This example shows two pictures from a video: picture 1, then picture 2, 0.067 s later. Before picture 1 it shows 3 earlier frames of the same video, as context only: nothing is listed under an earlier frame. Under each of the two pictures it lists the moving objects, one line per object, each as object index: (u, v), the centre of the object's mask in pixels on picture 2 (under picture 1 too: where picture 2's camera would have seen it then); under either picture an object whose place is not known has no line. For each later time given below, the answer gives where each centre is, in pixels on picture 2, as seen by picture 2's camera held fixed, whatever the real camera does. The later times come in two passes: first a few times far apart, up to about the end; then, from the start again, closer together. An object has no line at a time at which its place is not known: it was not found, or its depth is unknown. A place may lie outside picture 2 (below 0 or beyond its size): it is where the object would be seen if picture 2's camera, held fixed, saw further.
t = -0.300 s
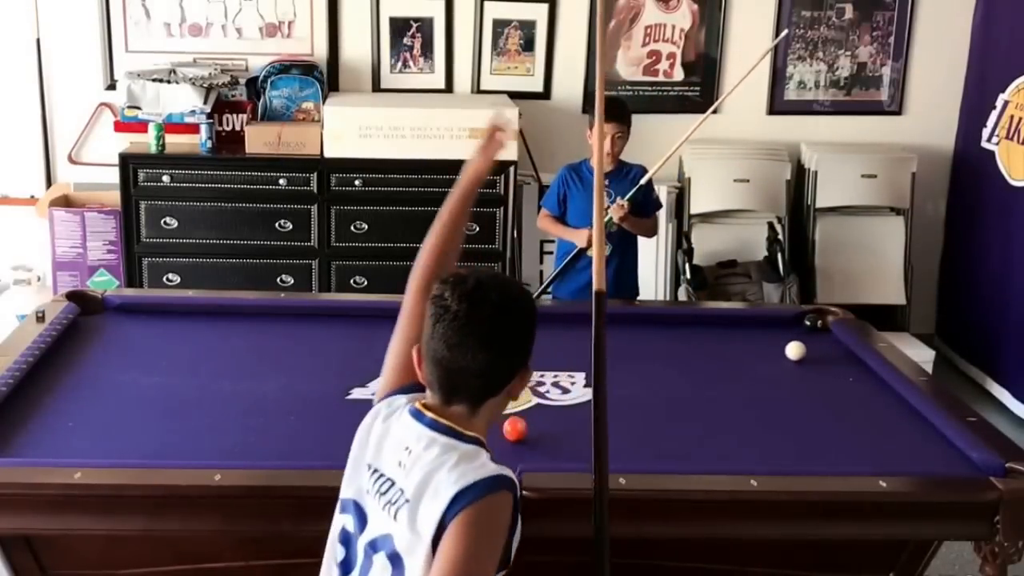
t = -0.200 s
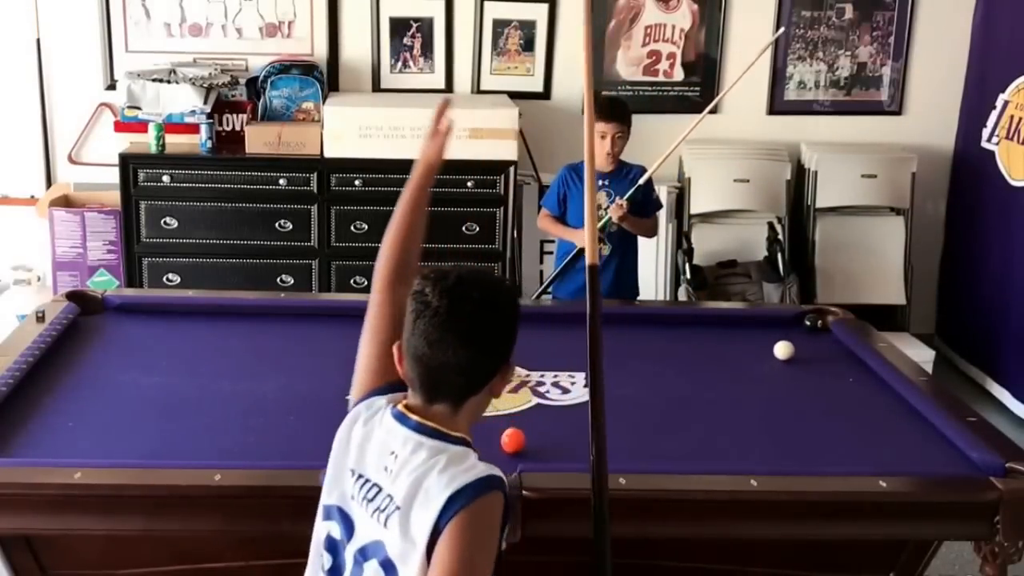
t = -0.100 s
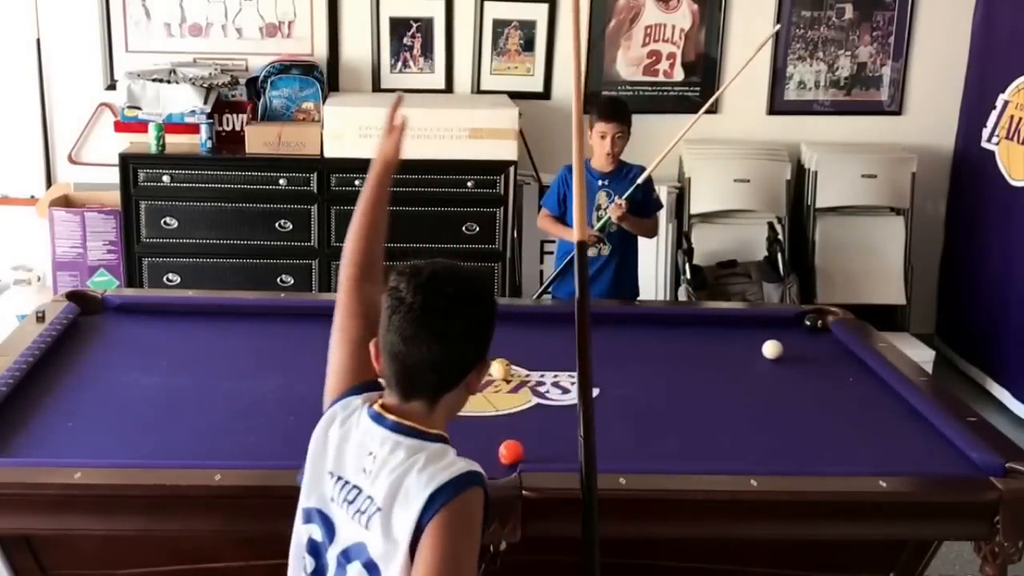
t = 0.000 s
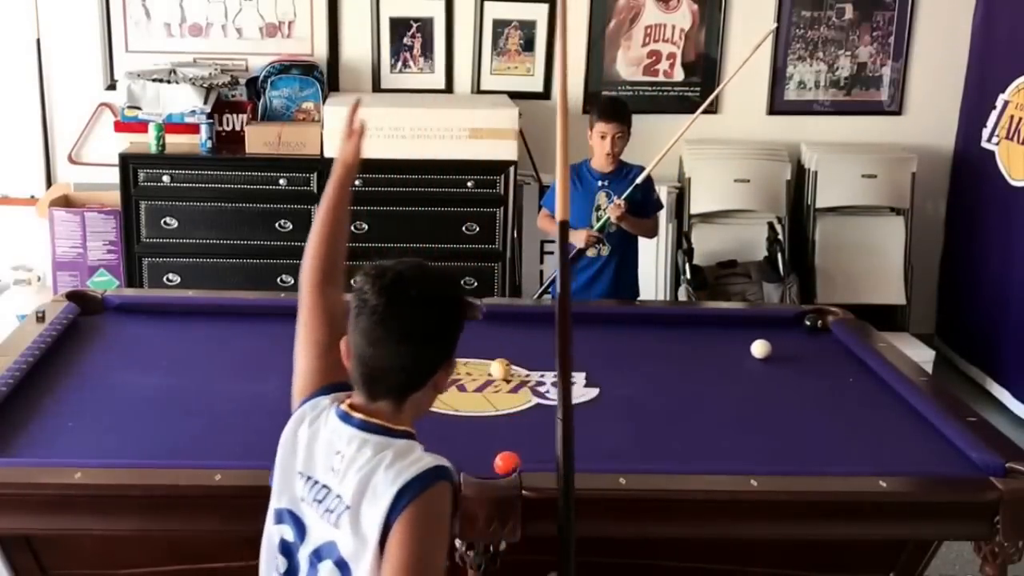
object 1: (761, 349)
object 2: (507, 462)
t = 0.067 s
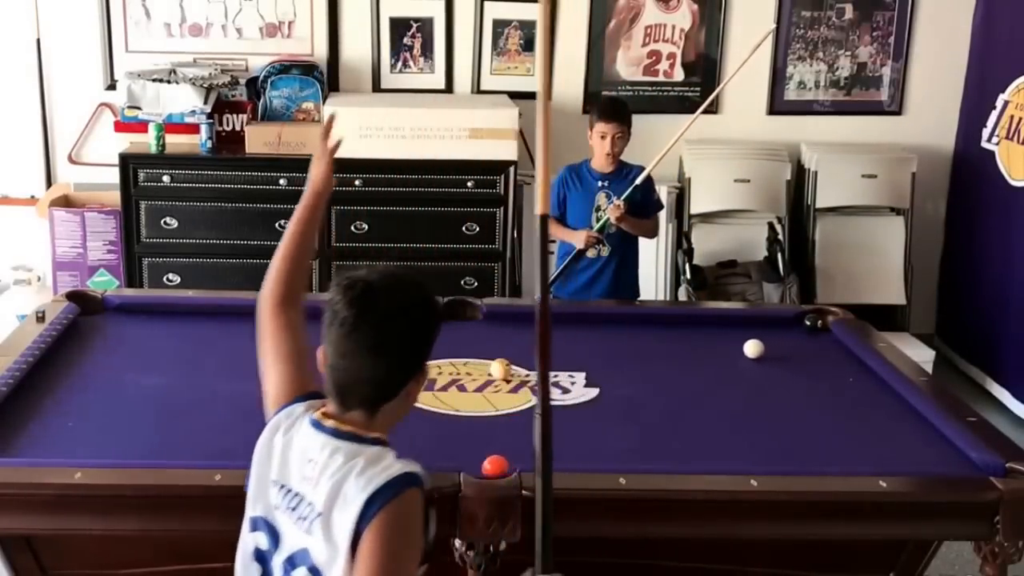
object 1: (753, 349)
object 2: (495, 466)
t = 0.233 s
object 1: (735, 348)
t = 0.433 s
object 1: (714, 347)
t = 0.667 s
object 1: (690, 345)
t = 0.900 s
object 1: (666, 344)
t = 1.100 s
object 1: (648, 343)
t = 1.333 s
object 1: (627, 342)
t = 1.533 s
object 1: (609, 341)
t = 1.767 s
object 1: (591, 339)
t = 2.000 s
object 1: (575, 338)
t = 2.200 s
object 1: (563, 337)
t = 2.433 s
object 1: (549, 336)
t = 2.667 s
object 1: (537, 335)
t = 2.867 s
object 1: (528, 334)
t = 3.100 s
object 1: (518, 334)
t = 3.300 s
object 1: (512, 333)
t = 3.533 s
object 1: (505, 332)
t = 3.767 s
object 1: (501, 331)
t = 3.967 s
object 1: (498, 331)
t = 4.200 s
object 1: (496, 331)
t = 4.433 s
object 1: (496, 331)
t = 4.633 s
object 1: (496, 330)
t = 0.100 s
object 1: (749, 348)
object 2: (490, 470)
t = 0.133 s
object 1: (746, 348)
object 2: (484, 475)
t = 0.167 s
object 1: (742, 348)
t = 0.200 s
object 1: (738, 348)
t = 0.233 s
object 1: (735, 348)
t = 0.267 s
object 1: (731, 347)
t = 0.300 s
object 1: (728, 347)
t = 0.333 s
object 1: (724, 347)
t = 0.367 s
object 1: (720, 347)
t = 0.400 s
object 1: (717, 347)
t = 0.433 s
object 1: (714, 347)
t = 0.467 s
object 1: (710, 346)
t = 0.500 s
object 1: (707, 346)
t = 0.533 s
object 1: (703, 346)
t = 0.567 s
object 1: (700, 346)
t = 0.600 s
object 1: (696, 346)
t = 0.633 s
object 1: (693, 346)
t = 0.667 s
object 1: (690, 345)
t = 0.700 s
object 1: (686, 345)
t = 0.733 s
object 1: (683, 345)
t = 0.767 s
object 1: (679, 345)
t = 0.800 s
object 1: (676, 345)
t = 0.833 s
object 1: (673, 345)
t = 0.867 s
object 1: (670, 344)
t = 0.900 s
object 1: (666, 344)
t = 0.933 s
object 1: (663, 344)
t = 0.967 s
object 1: (660, 344)
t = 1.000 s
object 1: (657, 344)
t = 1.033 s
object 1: (654, 343)
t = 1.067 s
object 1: (651, 343)
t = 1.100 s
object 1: (648, 343)
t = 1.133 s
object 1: (645, 343)
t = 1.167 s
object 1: (641, 343)
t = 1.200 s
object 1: (638, 343)
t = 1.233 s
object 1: (635, 343)
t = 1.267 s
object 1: (633, 342)
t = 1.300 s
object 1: (629, 342)
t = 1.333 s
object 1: (627, 342)
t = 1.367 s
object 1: (624, 342)
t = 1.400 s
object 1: (621, 342)
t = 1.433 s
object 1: (618, 341)
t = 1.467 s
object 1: (615, 341)
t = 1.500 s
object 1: (612, 341)
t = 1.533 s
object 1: (609, 341)
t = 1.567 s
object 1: (606, 341)
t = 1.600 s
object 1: (604, 340)
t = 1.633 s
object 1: (602, 340)
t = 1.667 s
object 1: (599, 340)
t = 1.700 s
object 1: (596, 340)
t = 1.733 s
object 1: (594, 340)
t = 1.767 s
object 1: (591, 339)
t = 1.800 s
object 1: (589, 339)
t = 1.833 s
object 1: (587, 339)
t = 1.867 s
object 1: (584, 339)
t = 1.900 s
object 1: (582, 338)
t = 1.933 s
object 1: (580, 338)
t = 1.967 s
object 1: (577, 338)
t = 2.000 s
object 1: (575, 338)
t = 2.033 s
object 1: (573, 338)
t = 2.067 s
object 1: (571, 338)
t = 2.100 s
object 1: (569, 338)
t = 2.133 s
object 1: (566, 337)
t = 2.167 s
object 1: (564, 337)
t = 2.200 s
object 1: (563, 337)
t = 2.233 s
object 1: (560, 337)
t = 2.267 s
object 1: (558, 337)
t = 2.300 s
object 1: (556, 337)
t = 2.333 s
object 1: (554, 337)
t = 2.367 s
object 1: (552, 336)
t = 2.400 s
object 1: (550, 336)
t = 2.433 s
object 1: (549, 336)
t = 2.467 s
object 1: (547, 336)
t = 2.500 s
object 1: (546, 336)
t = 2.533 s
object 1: (544, 336)
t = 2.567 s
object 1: (542, 336)
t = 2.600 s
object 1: (540, 335)
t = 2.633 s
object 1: (539, 335)
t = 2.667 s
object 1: (537, 335)
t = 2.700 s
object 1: (536, 335)
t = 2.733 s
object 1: (534, 335)
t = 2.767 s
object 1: (532, 335)
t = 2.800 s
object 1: (531, 335)
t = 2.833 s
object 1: (529, 335)
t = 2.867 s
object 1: (528, 334)
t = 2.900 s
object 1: (526, 334)
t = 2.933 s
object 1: (525, 334)
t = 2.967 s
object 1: (524, 334)
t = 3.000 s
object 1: (522, 334)
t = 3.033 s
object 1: (521, 334)
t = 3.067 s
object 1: (520, 334)
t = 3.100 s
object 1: (518, 334)
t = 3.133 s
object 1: (517, 333)
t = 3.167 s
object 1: (516, 333)
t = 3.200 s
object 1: (515, 333)
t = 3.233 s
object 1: (514, 333)
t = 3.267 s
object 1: (513, 333)
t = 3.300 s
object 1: (512, 333)
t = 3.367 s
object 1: (510, 332)
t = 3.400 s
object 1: (509, 332)
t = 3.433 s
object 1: (508, 332)
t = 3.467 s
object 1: (507, 332)
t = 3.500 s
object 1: (506, 332)
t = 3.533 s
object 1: (505, 332)
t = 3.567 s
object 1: (504, 332)
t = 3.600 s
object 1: (504, 332)
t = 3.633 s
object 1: (503, 331)
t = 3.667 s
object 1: (502, 331)
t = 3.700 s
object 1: (501, 331)
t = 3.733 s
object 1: (501, 331)
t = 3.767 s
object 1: (501, 331)
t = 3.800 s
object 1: (500, 331)
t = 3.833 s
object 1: (499, 331)
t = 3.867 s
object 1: (499, 331)
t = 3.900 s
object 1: (498, 331)
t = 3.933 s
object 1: (498, 331)
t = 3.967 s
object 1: (498, 331)
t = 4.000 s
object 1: (497, 331)
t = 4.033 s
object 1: (497, 331)
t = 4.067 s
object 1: (497, 331)
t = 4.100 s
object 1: (497, 331)
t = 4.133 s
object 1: (496, 331)
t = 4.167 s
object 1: (496, 331)
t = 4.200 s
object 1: (496, 331)
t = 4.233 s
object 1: (496, 331)
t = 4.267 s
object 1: (496, 331)
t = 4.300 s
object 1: (496, 331)
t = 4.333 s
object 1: (496, 331)
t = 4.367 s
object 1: (496, 331)
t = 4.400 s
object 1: (496, 331)
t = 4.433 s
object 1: (496, 331)
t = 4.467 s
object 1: (496, 330)
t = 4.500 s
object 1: (496, 330)
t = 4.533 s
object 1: (496, 330)
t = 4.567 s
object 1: (496, 331)
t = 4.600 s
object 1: (496, 330)
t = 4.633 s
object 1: (496, 330)
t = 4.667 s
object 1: (496, 330)
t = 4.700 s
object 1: (496, 330)
